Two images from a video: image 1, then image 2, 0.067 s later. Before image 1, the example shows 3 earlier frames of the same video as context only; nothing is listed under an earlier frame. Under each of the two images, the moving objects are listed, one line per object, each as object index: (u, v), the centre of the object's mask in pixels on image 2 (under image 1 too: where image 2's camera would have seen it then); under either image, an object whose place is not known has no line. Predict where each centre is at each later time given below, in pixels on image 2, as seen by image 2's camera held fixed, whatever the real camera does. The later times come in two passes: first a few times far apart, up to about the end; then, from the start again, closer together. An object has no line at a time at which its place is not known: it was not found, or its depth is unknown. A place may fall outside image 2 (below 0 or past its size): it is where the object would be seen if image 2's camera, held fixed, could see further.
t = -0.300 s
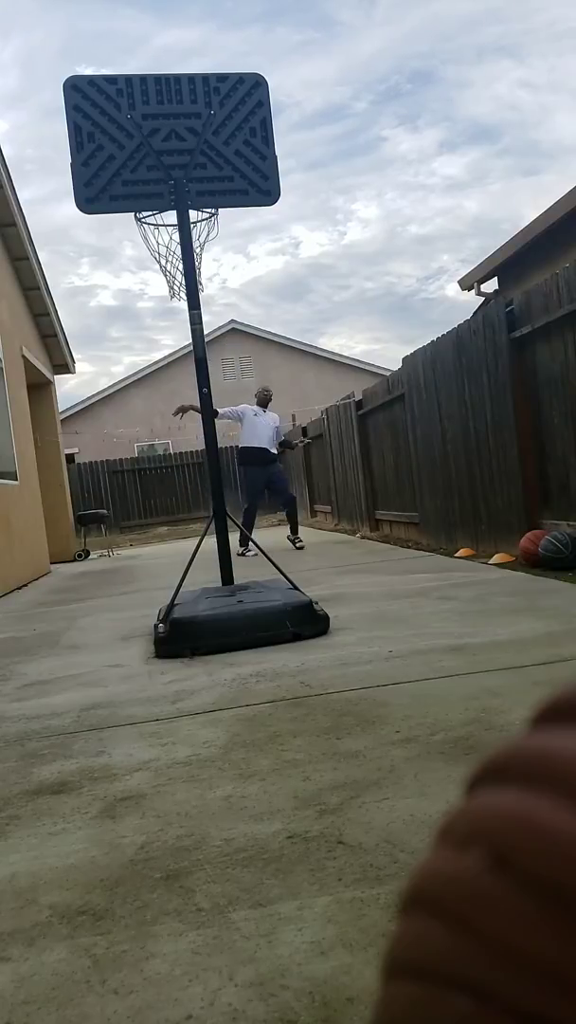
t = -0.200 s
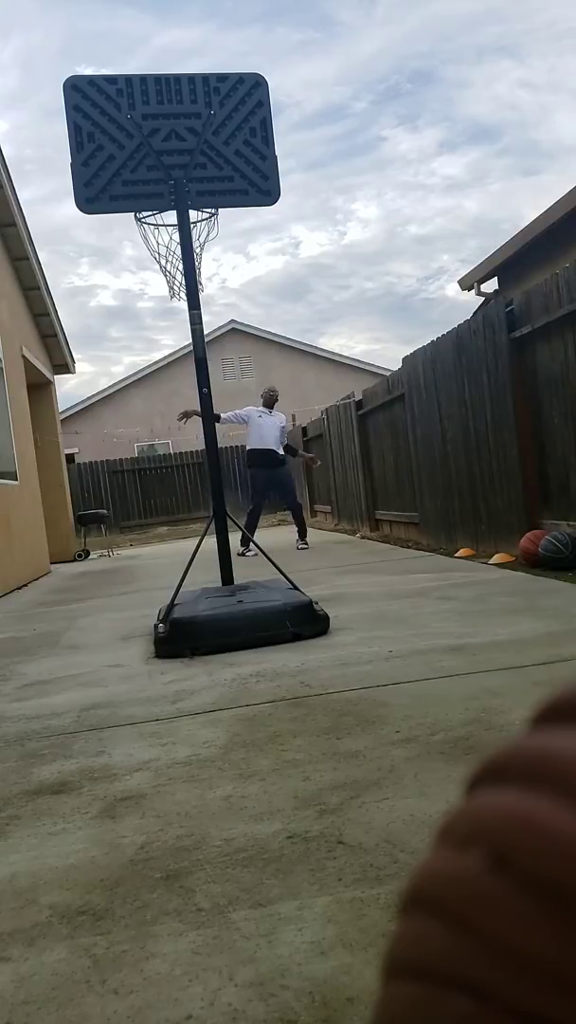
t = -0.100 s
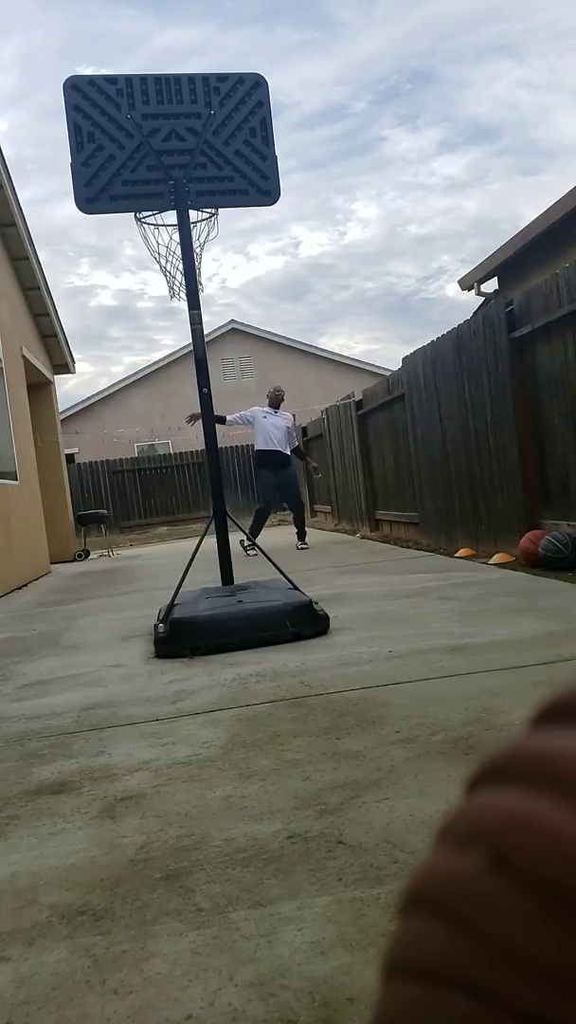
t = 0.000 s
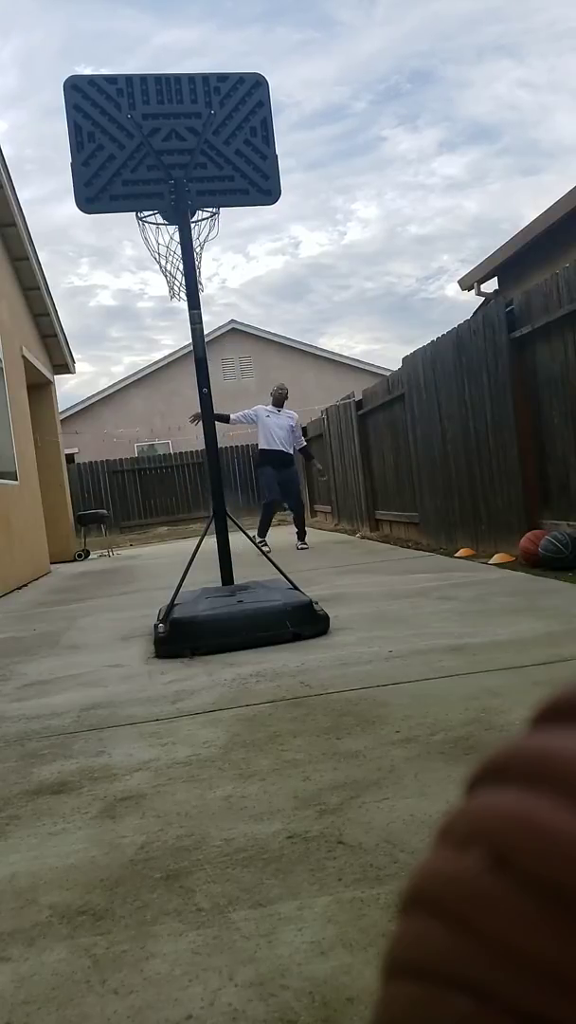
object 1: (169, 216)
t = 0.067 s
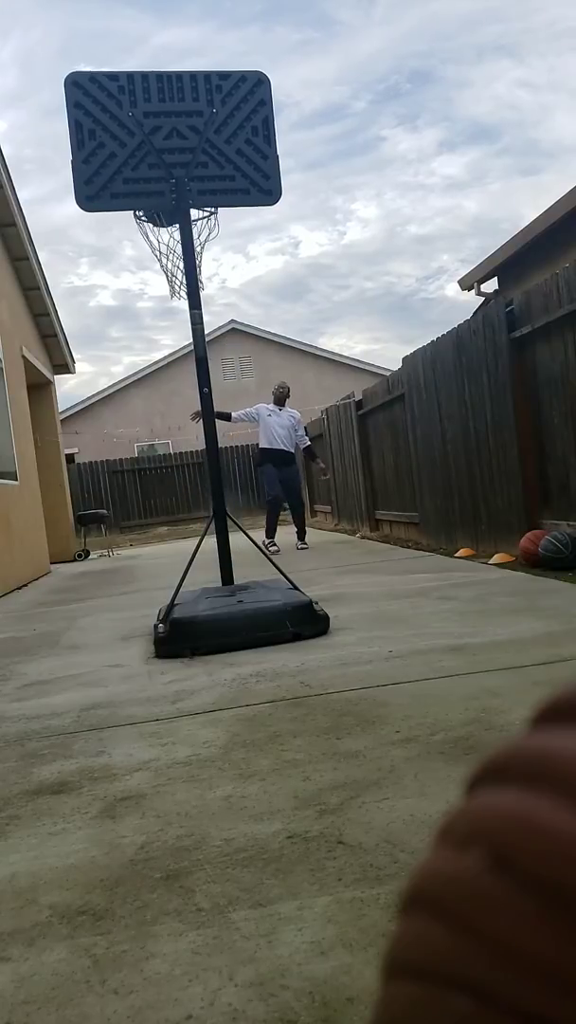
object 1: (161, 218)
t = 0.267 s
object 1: (226, 208)
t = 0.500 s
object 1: (293, 243)
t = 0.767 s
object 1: (374, 392)
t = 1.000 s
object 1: (436, 527)
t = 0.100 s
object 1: (170, 215)
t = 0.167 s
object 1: (202, 213)
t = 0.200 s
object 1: (207, 211)
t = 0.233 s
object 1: (218, 210)
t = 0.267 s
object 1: (226, 208)
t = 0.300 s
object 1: (235, 210)
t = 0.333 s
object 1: (245, 212)
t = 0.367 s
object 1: (255, 214)
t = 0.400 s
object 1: (265, 217)
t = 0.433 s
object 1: (274, 221)
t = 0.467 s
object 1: (283, 231)
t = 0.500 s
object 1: (293, 243)
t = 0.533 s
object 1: (303, 257)
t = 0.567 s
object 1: (313, 272)
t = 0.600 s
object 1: (323, 288)
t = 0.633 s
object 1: (333, 306)
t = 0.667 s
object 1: (343, 326)
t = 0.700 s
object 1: (353, 346)
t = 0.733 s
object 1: (364, 368)
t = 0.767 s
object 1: (374, 392)
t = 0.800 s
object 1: (384, 415)
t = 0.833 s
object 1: (395, 441)
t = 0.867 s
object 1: (405, 468)
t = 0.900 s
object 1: (415, 495)
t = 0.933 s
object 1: (426, 525)
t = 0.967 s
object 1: (435, 550)
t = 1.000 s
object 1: (436, 527)
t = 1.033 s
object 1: (438, 505)
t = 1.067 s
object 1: (440, 484)
